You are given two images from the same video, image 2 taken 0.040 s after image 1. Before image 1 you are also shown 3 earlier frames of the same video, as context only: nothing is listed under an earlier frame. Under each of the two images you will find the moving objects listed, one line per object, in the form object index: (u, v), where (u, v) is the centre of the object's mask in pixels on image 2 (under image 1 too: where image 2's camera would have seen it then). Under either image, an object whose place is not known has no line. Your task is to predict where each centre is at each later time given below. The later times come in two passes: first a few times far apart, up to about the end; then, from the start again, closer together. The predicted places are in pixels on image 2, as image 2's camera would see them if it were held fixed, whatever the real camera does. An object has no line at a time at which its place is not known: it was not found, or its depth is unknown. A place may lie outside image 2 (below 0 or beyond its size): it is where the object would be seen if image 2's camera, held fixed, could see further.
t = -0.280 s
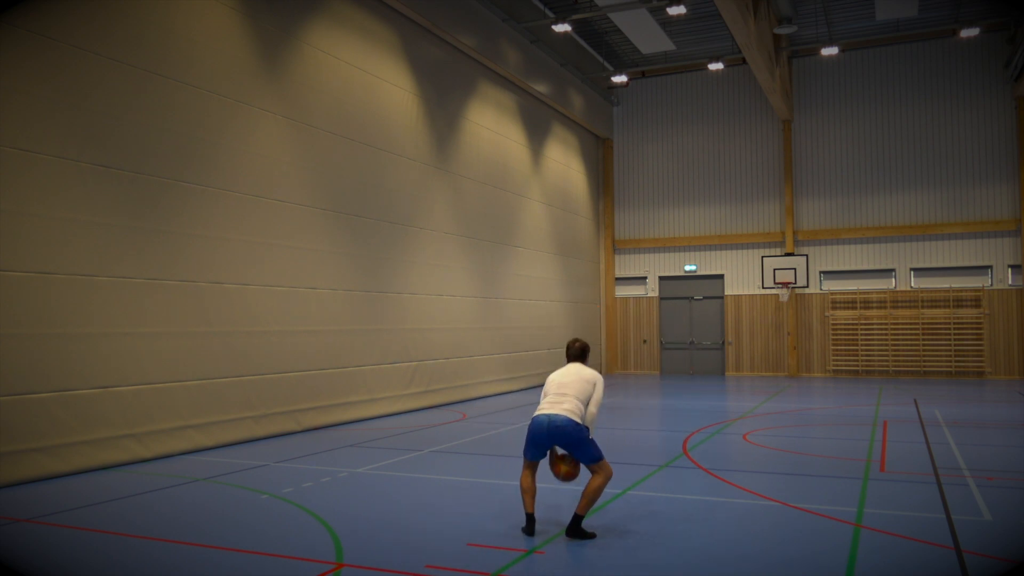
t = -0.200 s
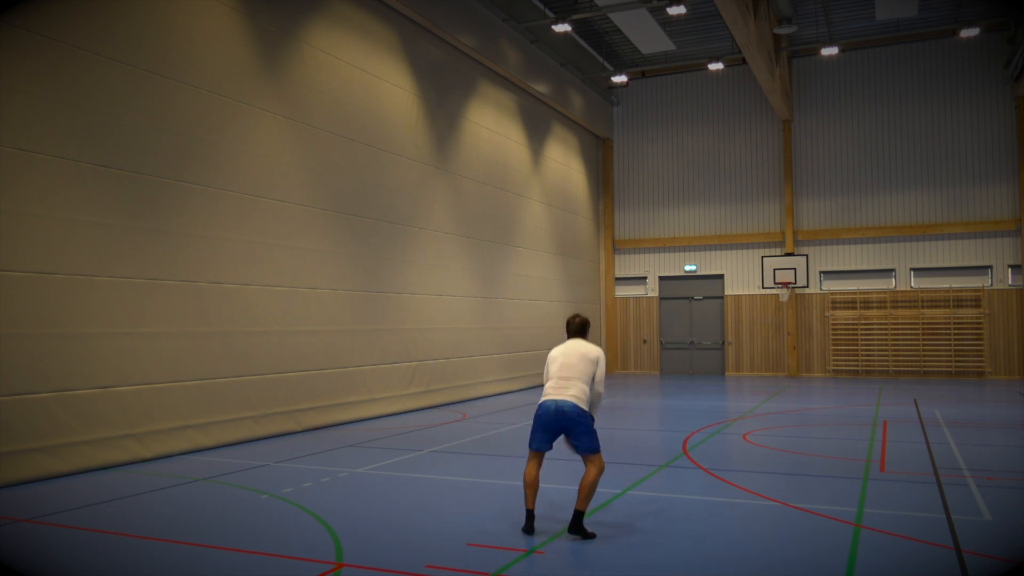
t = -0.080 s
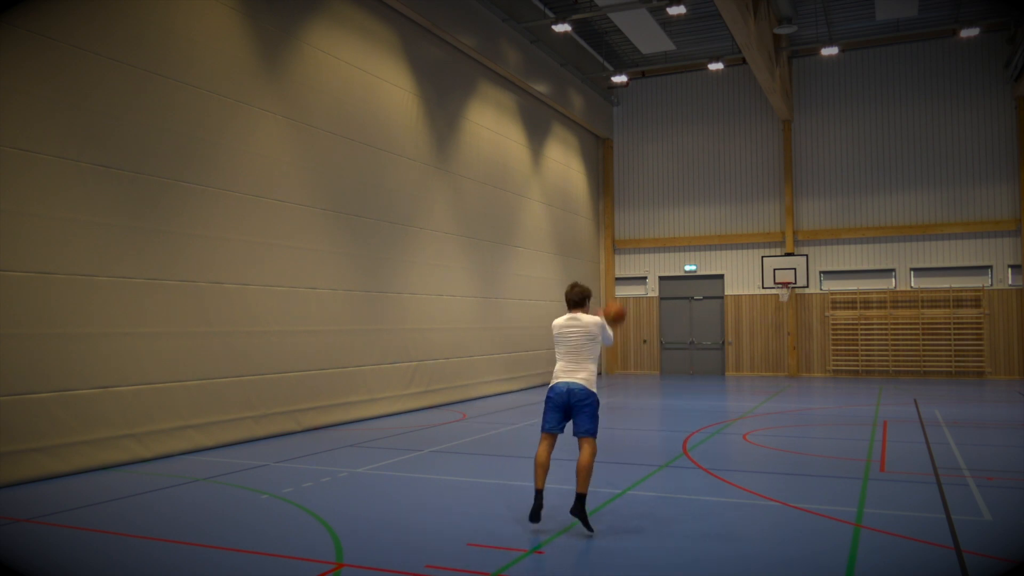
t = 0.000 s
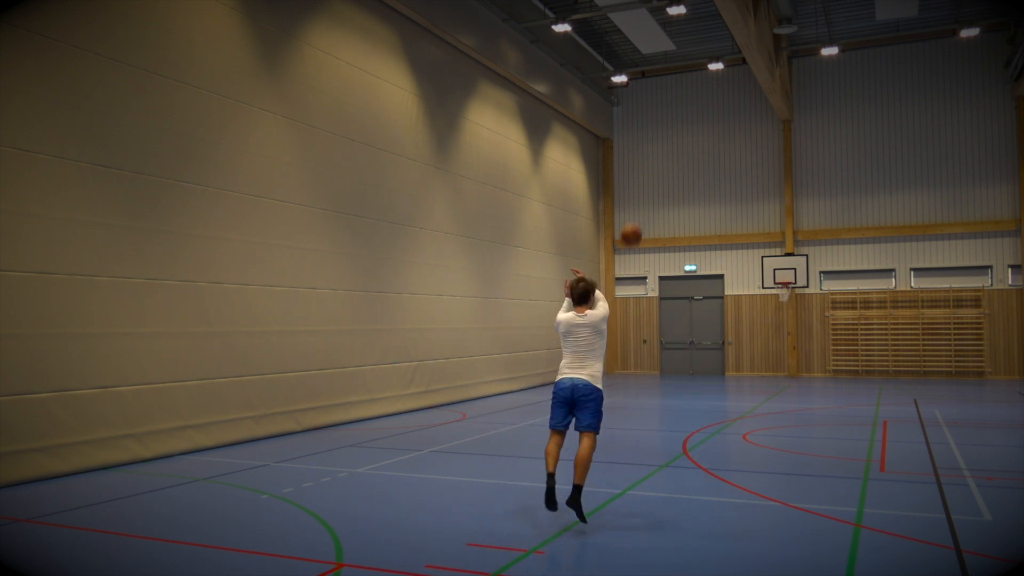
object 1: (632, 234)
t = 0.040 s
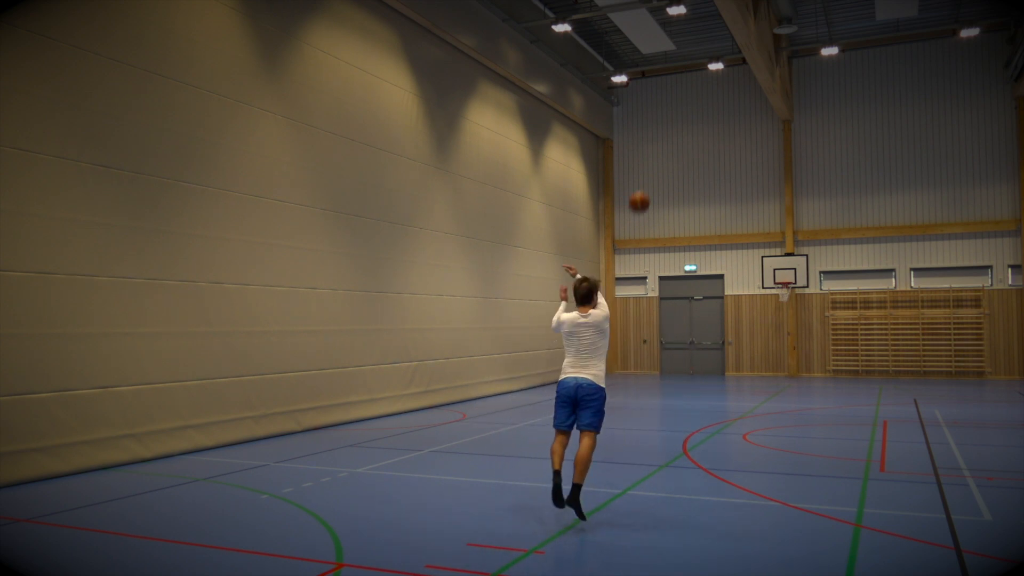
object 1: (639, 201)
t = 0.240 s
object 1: (675, 90)
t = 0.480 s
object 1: (708, 32)
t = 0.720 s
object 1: (731, 24)
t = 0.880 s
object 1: (743, 36)
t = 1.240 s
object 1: (764, 96)
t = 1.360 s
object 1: (768, 124)
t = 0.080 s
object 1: (647, 173)
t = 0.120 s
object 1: (655, 148)
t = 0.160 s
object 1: (662, 125)
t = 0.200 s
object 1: (669, 107)
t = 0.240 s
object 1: (675, 90)
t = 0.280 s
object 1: (682, 76)
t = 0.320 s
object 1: (687, 63)
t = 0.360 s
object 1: (693, 54)
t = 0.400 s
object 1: (699, 45)
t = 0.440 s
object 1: (703, 38)
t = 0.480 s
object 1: (708, 32)
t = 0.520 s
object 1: (713, 28)
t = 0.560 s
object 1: (717, 24)
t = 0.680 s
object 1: (728, 23)
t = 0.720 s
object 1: (731, 24)
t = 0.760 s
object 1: (734, 26)
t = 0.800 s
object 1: (737, 28)
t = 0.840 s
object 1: (740, 32)
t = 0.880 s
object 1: (743, 36)
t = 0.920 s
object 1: (746, 40)
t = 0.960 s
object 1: (748, 46)
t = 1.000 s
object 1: (751, 51)
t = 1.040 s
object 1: (754, 57)
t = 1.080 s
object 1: (756, 64)
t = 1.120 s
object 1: (758, 71)
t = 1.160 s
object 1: (760, 79)
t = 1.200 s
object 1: (762, 87)
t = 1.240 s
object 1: (764, 96)
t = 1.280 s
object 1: (765, 105)
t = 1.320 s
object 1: (767, 114)
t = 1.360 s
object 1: (768, 124)
